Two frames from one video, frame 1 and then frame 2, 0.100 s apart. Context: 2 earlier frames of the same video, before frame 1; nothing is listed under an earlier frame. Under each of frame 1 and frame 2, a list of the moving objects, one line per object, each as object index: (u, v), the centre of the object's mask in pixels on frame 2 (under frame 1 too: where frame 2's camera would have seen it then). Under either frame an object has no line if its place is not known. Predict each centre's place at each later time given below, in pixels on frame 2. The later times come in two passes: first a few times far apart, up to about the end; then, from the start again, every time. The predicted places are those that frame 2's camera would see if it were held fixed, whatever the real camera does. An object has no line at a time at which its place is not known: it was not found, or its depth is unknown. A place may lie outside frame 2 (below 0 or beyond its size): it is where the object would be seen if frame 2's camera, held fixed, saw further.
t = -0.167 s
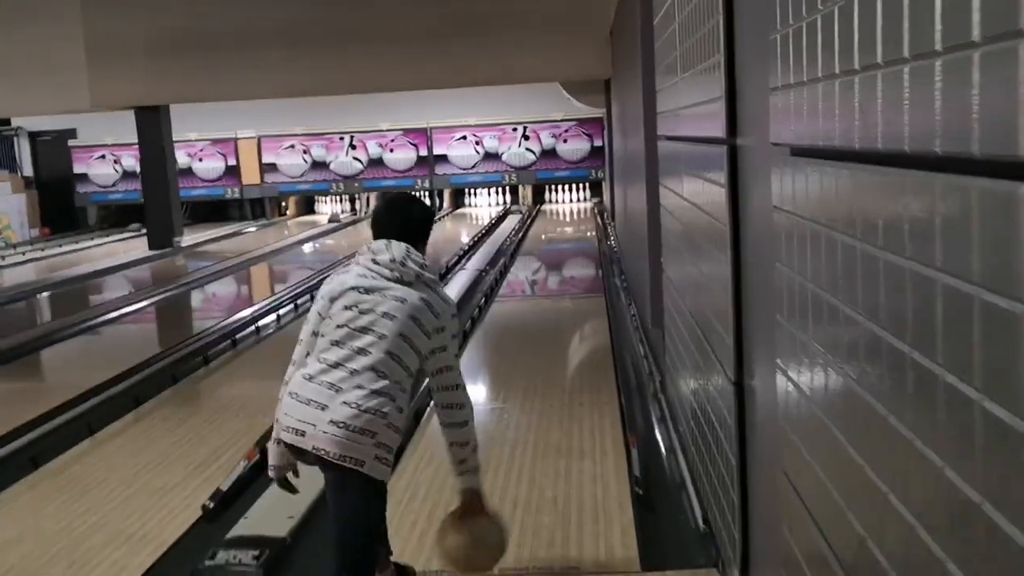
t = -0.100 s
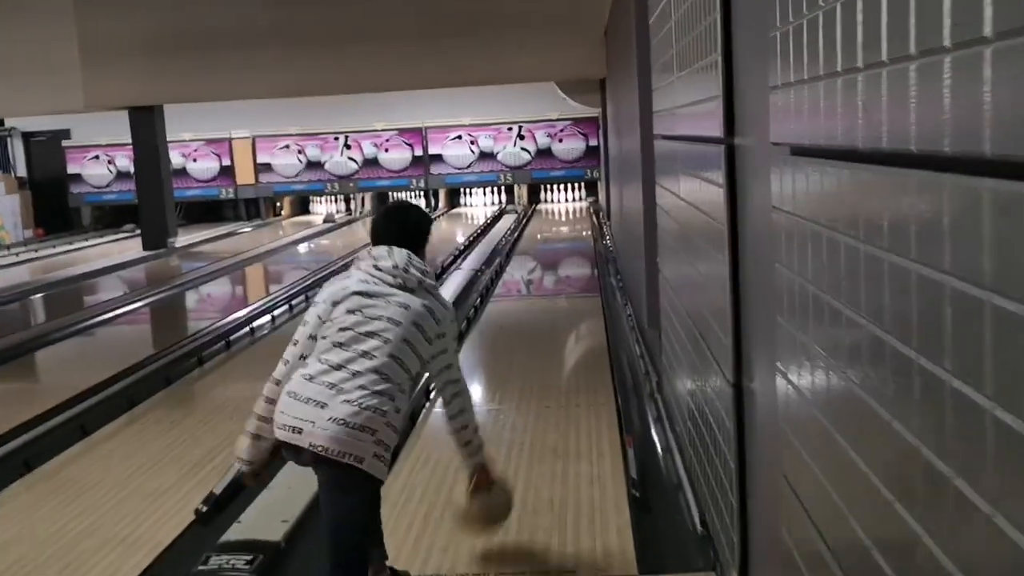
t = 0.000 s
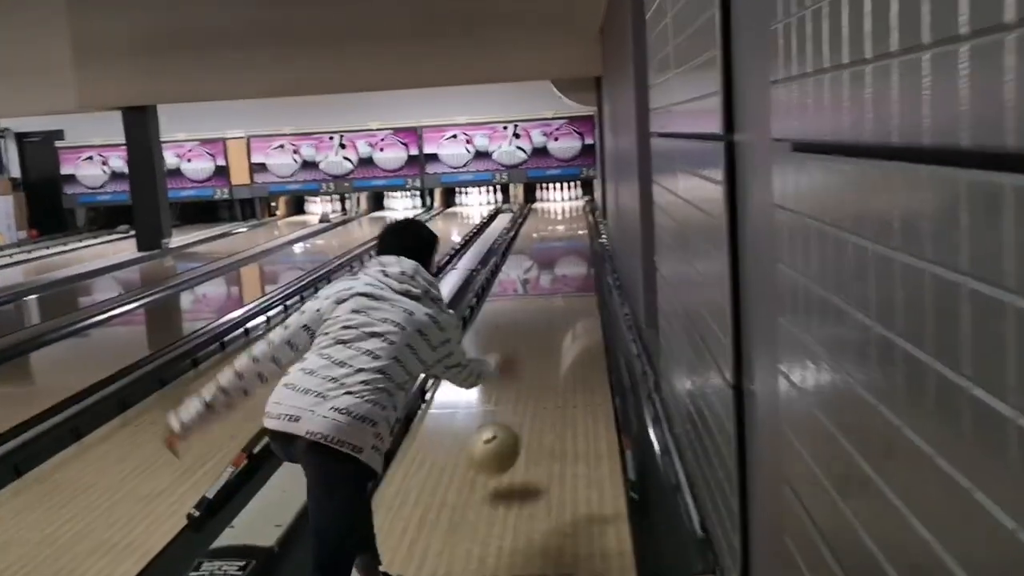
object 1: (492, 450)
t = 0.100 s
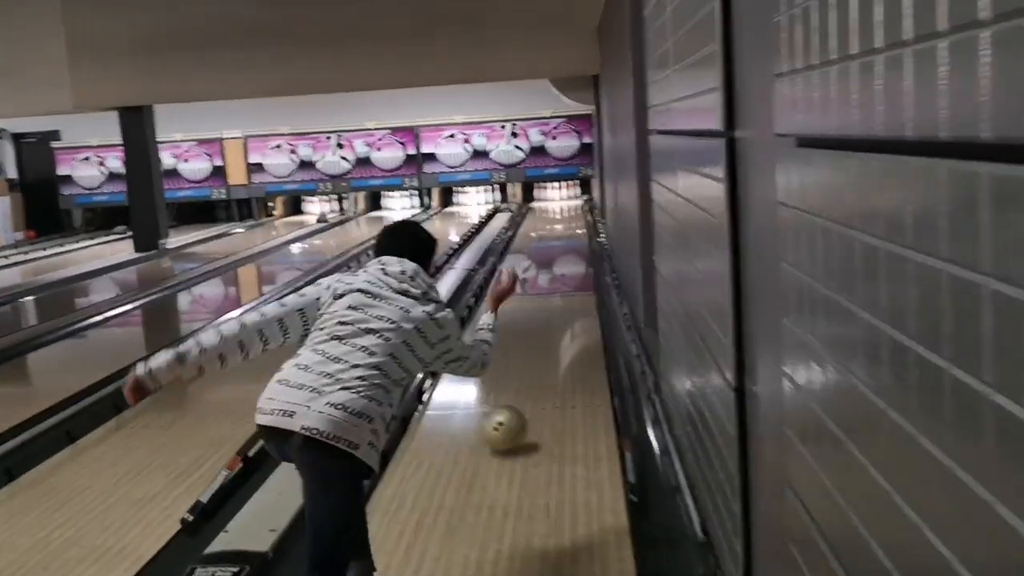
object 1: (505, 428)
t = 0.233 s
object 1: (515, 387)
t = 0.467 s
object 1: (527, 335)
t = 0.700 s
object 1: (534, 301)
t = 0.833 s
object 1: (536, 286)
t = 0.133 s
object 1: (508, 417)
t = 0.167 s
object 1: (510, 405)
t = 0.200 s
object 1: (513, 394)
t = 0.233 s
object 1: (515, 387)
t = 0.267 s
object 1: (518, 377)
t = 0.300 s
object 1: (519, 370)
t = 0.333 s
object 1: (521, 361)
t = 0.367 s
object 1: (523, 354)
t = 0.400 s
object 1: (524, 348)
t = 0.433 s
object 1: (526, 341)
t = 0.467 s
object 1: (527, 335)
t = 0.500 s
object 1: (528, 329)
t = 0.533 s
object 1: (530, 324)
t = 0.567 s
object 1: (531, 319)
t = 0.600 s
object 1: (531, 313)
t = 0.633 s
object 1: (532, 309)
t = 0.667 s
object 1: (533, 305)
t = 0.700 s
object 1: (534, 301)
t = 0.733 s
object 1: (535, 297)
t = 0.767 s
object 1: (536, 293)
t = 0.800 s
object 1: (536, 290)
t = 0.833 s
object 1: (536, 286)
